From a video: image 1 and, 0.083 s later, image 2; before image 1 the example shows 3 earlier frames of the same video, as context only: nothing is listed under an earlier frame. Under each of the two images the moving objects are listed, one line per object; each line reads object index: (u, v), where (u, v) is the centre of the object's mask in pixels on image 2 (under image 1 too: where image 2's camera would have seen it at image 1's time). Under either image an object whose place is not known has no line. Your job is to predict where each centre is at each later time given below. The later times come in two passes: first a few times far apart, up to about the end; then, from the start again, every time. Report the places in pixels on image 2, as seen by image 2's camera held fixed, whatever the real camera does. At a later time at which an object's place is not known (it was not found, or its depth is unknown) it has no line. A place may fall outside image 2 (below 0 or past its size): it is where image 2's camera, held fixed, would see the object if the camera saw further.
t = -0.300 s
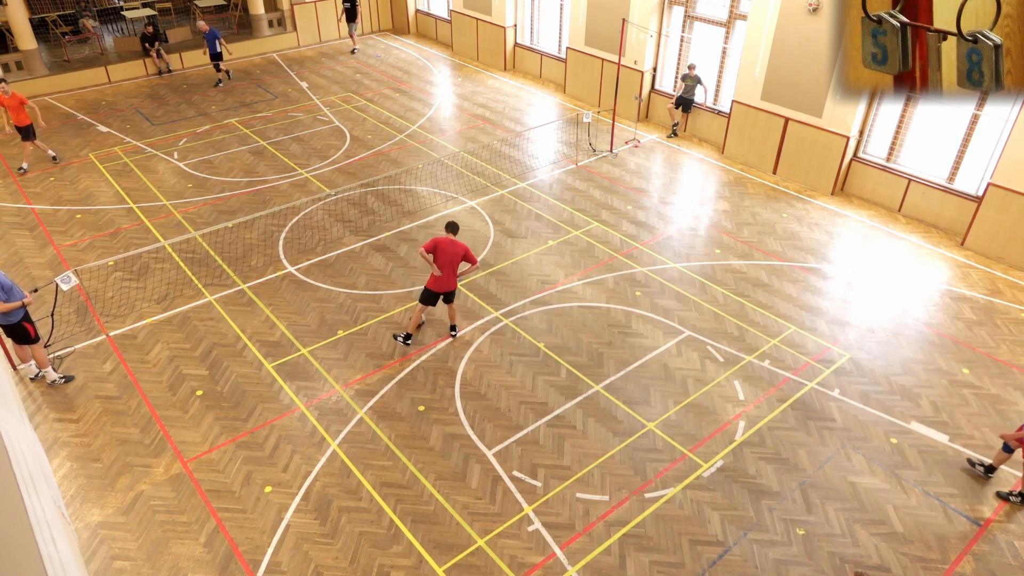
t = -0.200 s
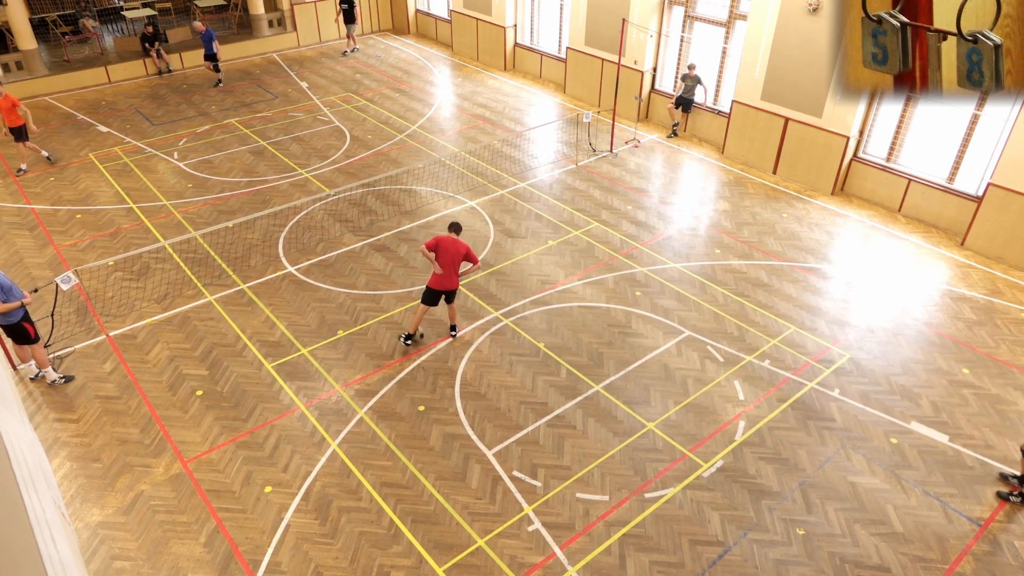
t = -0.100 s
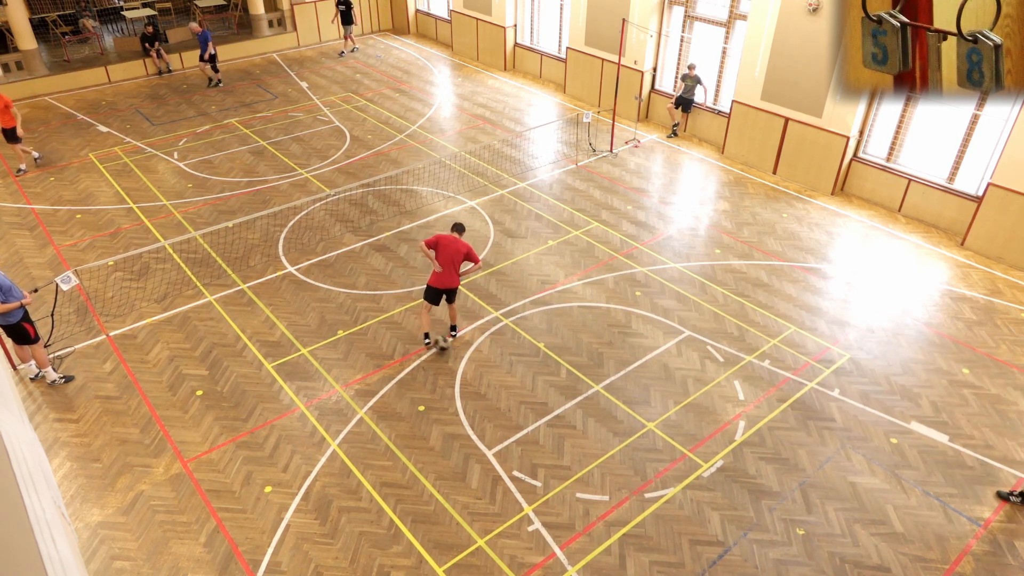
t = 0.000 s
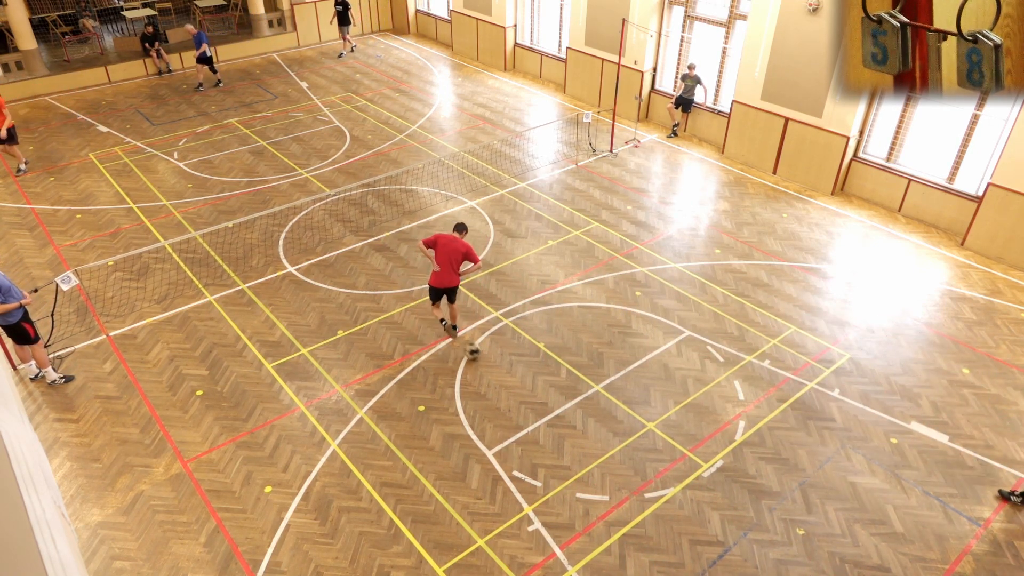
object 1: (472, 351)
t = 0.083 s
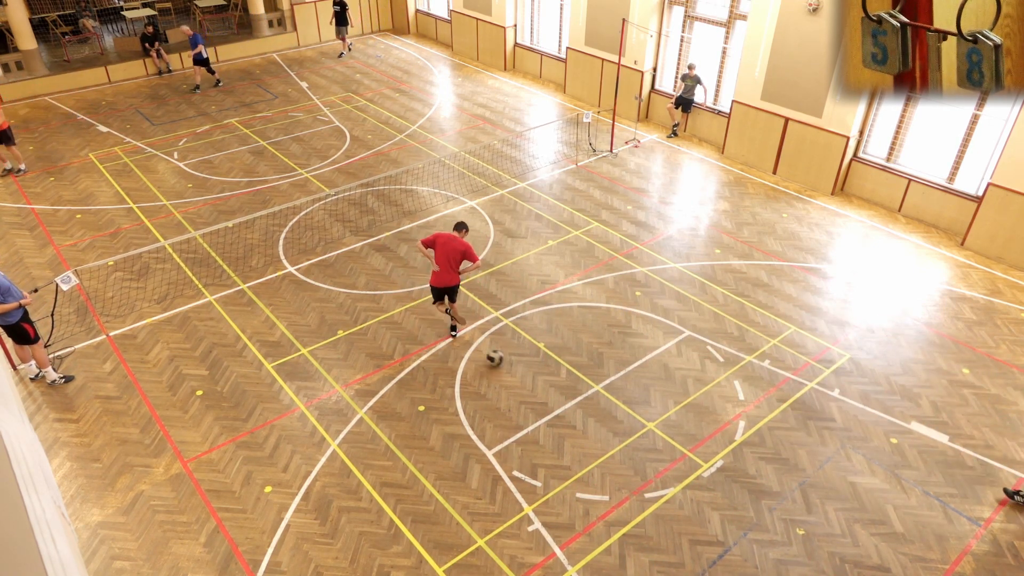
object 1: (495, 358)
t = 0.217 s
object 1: (526, 371)
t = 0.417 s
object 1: (573, 389)
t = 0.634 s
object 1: (624, 412)
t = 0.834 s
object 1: (674, 434)
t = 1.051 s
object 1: (732, 457)
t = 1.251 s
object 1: (787, 481)
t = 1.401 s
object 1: (831, 499)
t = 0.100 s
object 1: (499, 359)
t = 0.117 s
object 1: (503, 360)
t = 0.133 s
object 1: (507, 363)
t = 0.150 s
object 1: (511, 364)
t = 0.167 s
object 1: (514, 366)
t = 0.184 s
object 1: (519, 367)
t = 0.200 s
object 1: (522, 370)
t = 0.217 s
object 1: (526, 371)
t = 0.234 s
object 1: (530, 373)
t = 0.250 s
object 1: (534, 374)
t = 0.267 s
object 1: (537, 376)
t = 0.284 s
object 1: (541, 377)
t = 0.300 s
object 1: (545, 379)
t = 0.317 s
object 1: (549, 380)
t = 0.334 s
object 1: (553, 381)
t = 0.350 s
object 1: (557, 384)
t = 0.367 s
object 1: (560, 386)
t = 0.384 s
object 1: (564, 386)
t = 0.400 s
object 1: (568, 388)
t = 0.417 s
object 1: (573, 389)
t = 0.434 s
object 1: (575, 391)
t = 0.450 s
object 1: (580, 393)
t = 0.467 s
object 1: (584, 395)
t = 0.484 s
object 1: (588, 396)
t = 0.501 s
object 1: (591, 398)
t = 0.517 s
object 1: (596, 400)
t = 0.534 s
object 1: (599, 401)
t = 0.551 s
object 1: (604, 403)
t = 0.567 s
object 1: (608, 406)
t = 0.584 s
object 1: (611, 407)
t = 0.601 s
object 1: (616, 409)
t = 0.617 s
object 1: (620, 411)
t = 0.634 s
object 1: (624, 412)
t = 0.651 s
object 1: (628, 414)
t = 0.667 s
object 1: (633, 417)
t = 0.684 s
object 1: (636, 419)
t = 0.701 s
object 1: (640, 420)
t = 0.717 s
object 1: (645, 420)
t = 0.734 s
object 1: (649, 423)
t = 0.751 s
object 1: (653, 425)
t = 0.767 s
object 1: (657, 426)
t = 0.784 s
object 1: (661, 429)
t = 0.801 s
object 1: (665, 430)
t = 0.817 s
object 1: (670, 431)
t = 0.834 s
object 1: (674, 434)
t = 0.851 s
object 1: (678, 435)
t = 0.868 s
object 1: (683, 437)
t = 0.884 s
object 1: (688, 439)
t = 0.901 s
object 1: (692, 441)
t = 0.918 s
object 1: (695, 442)
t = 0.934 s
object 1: (700, 445)
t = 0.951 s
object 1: (705, 446)
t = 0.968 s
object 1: (709, 448)
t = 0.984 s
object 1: (713, 450)
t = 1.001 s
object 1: (719, 451)
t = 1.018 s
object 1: (723, 453)
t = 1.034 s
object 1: (727, 454)
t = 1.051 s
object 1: (732, 457)
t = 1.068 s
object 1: (736, 459)
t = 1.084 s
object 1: (740, 461)
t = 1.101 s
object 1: (746, 463)
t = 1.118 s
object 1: (751, 466)
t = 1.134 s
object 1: (755, 468)
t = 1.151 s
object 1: (760, 468)
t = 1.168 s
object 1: (764, 470)
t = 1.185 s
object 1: (768, 472)
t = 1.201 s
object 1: (773, 474)
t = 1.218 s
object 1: (779, 476)
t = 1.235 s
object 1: (782, 478)
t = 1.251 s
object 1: (787, 481)
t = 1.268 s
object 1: (792, 483)
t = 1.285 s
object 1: (797, 485)
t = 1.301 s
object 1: (802, 486)
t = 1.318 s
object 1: (806, 489)
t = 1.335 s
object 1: (810, 491)
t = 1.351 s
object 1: (815, 494)
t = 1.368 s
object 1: (821, 496)
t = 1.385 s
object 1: (826, 497)
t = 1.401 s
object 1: (831, 499)
